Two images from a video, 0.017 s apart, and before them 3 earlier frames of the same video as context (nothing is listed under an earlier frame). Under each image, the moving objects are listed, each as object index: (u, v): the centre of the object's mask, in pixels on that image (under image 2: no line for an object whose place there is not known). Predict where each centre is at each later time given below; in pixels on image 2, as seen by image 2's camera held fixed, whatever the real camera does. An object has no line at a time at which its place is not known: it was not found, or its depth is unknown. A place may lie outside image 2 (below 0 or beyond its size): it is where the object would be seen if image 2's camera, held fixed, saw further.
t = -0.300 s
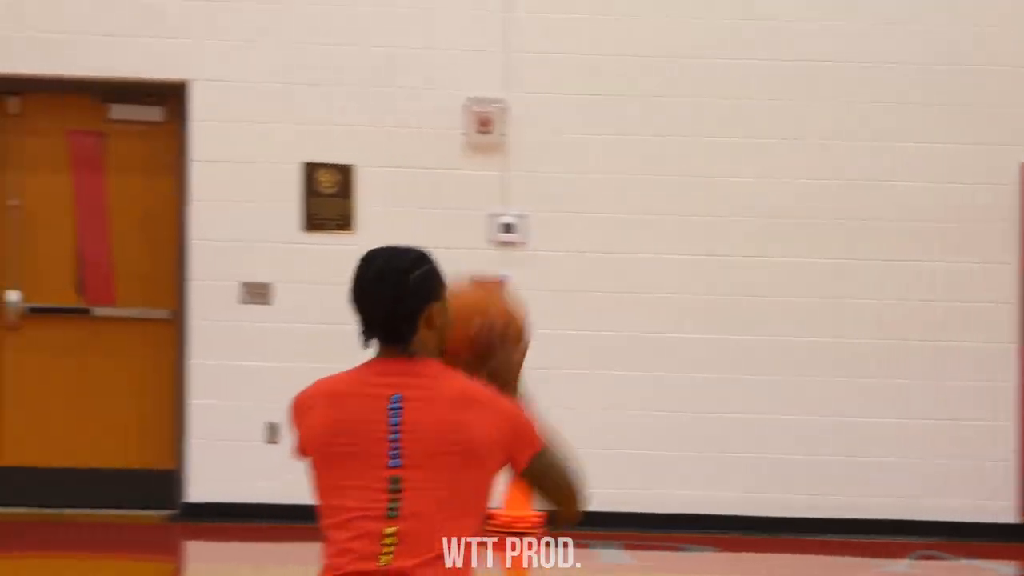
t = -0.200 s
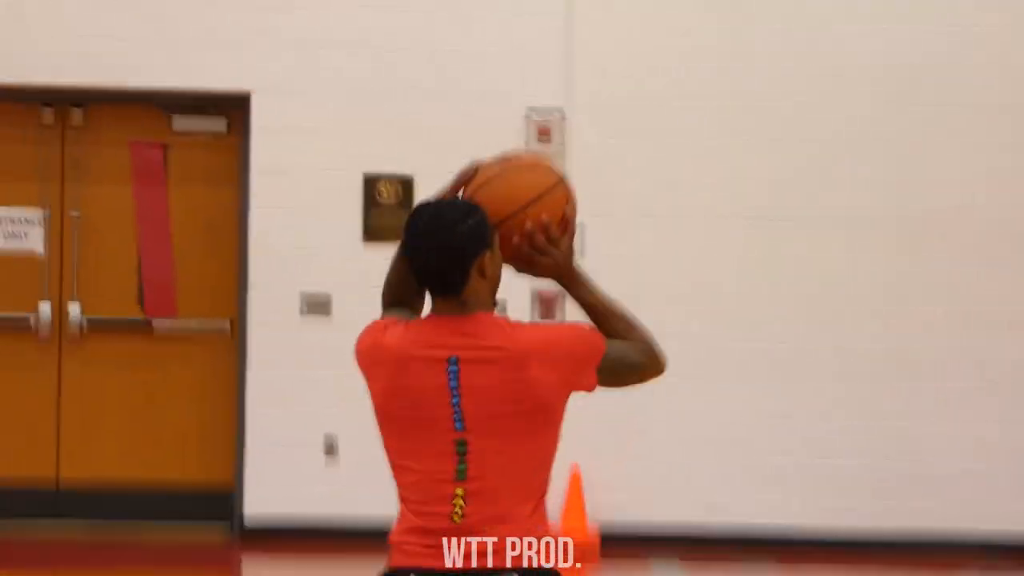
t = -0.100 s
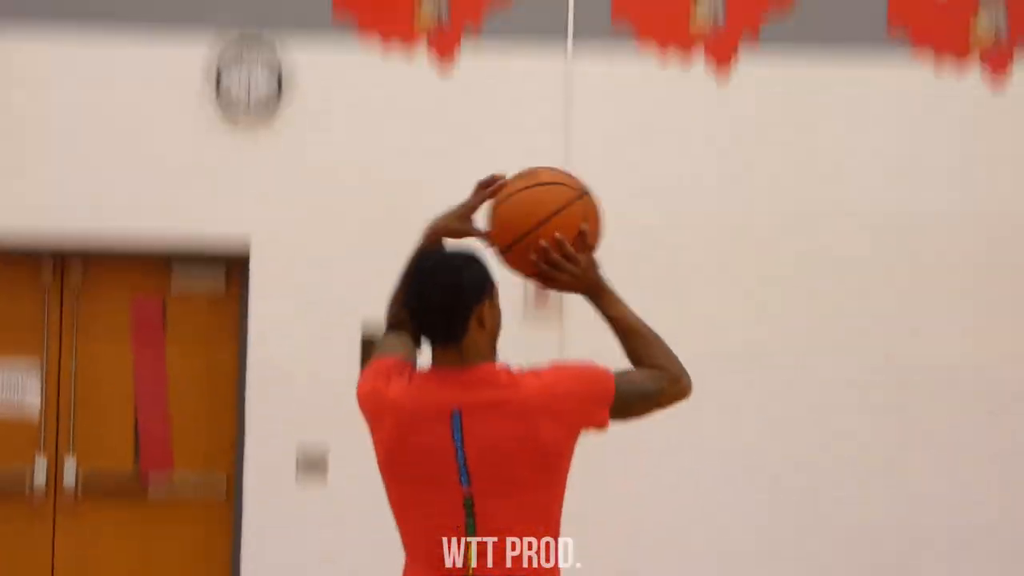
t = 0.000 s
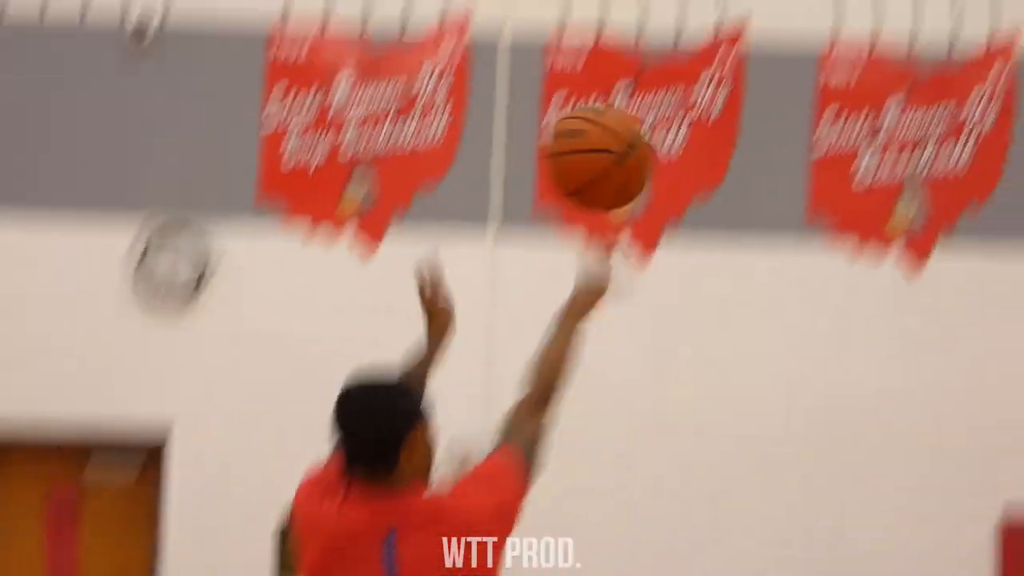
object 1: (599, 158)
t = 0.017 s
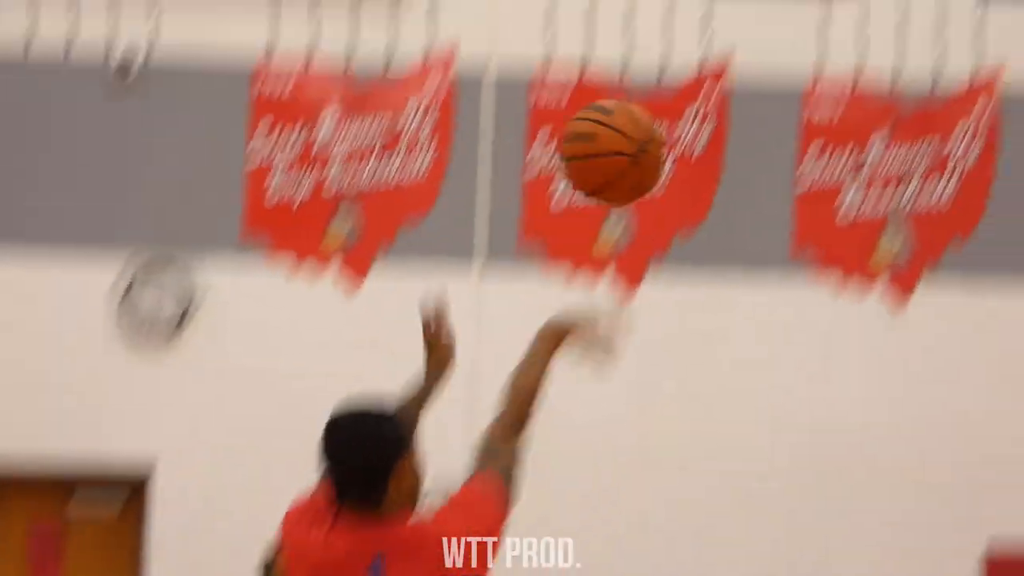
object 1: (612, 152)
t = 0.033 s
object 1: (640, 112)
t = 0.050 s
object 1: (669, 77)
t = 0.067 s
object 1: (696, 41)
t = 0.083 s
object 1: (722, 9)
